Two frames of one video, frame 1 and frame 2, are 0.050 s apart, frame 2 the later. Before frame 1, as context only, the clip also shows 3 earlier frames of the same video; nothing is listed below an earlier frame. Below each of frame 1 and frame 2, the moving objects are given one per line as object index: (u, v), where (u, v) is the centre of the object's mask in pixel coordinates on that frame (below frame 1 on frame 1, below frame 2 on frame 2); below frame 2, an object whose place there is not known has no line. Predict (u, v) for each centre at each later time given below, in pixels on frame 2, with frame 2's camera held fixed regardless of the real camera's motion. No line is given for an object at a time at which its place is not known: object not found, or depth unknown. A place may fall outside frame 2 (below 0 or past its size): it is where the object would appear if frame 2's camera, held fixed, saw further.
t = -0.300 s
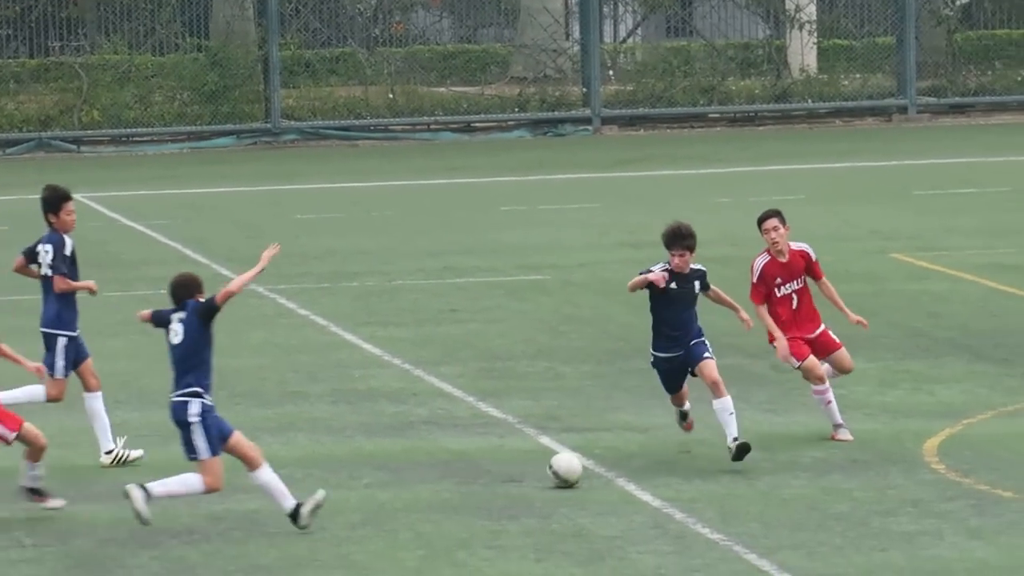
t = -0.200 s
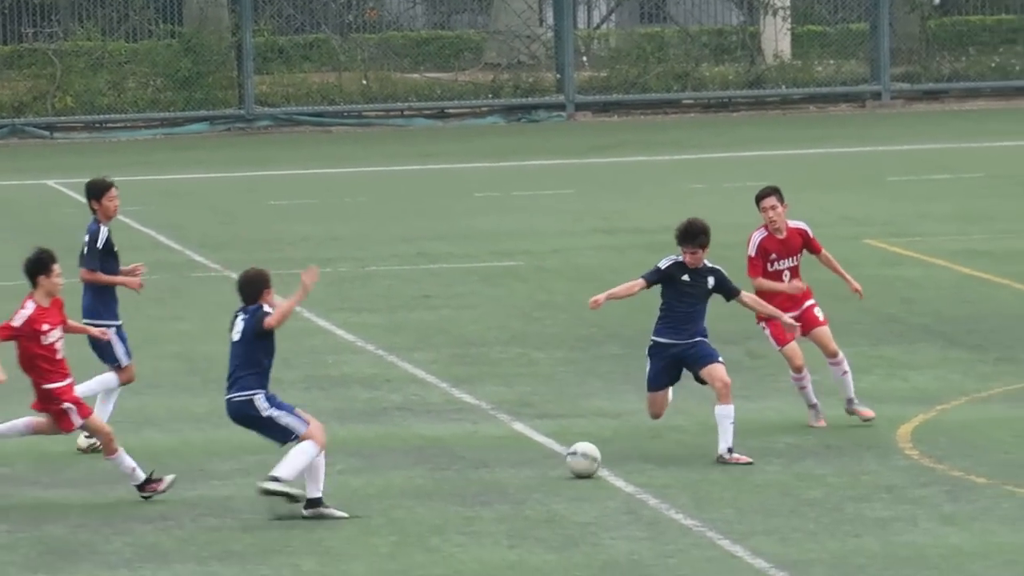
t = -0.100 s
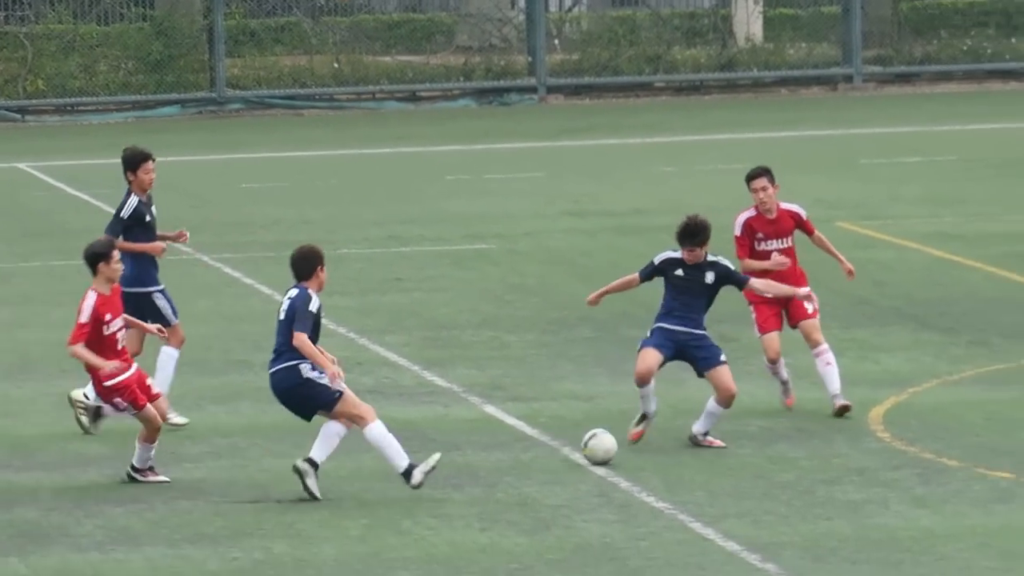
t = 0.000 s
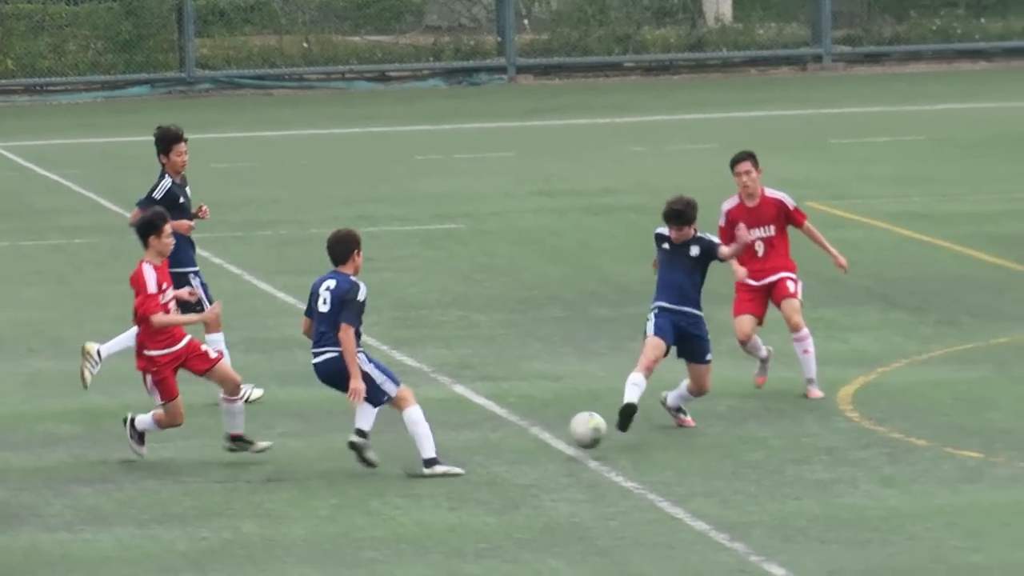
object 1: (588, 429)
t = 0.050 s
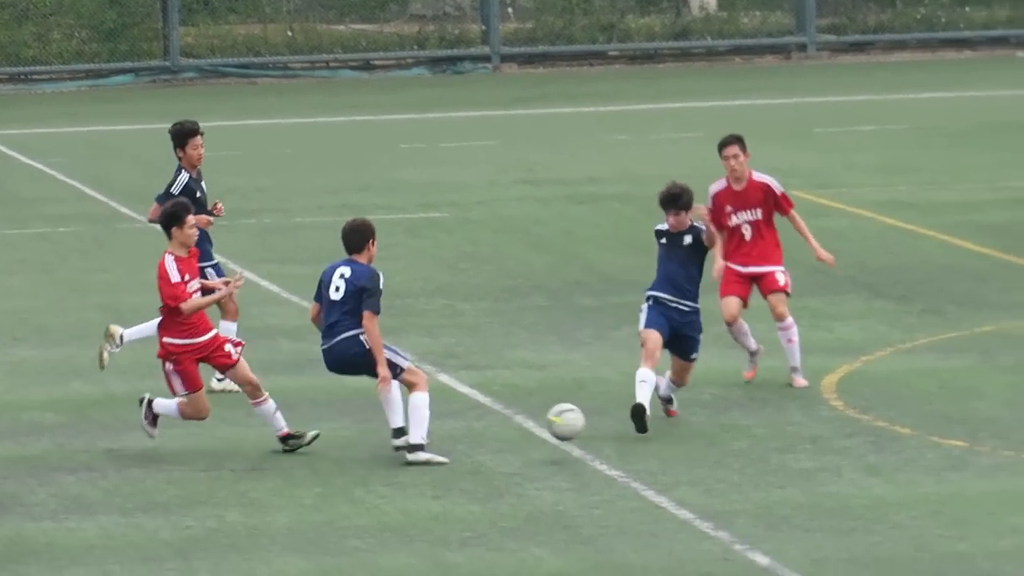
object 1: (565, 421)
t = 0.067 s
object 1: (563, 423)
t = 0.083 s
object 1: (561, 426)
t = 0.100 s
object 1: (559, 429)
